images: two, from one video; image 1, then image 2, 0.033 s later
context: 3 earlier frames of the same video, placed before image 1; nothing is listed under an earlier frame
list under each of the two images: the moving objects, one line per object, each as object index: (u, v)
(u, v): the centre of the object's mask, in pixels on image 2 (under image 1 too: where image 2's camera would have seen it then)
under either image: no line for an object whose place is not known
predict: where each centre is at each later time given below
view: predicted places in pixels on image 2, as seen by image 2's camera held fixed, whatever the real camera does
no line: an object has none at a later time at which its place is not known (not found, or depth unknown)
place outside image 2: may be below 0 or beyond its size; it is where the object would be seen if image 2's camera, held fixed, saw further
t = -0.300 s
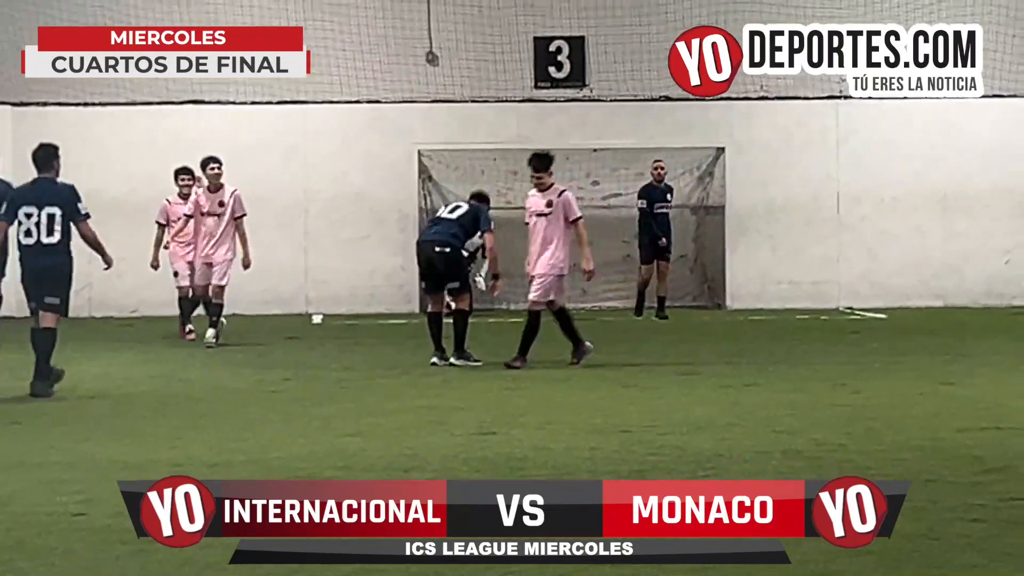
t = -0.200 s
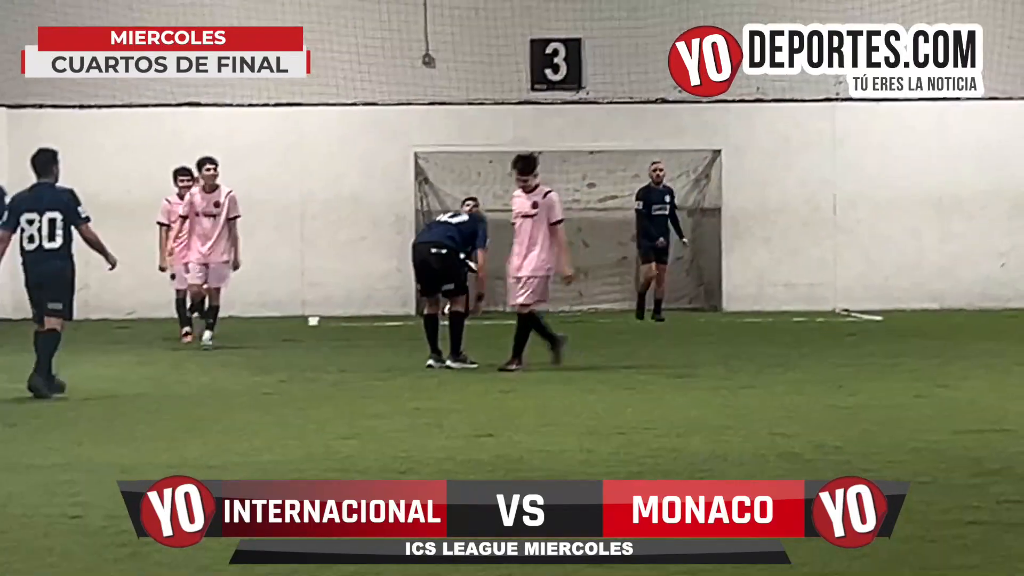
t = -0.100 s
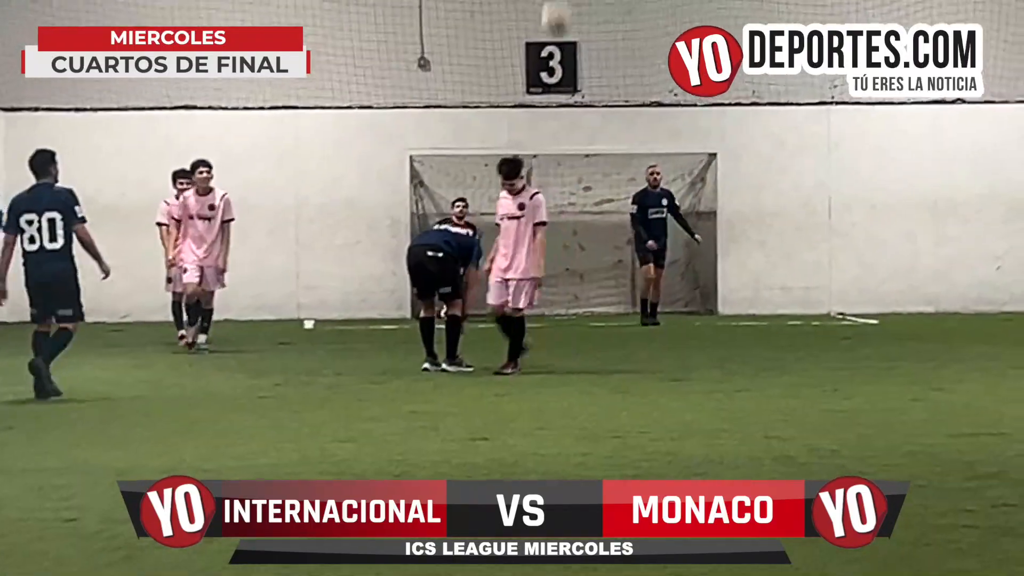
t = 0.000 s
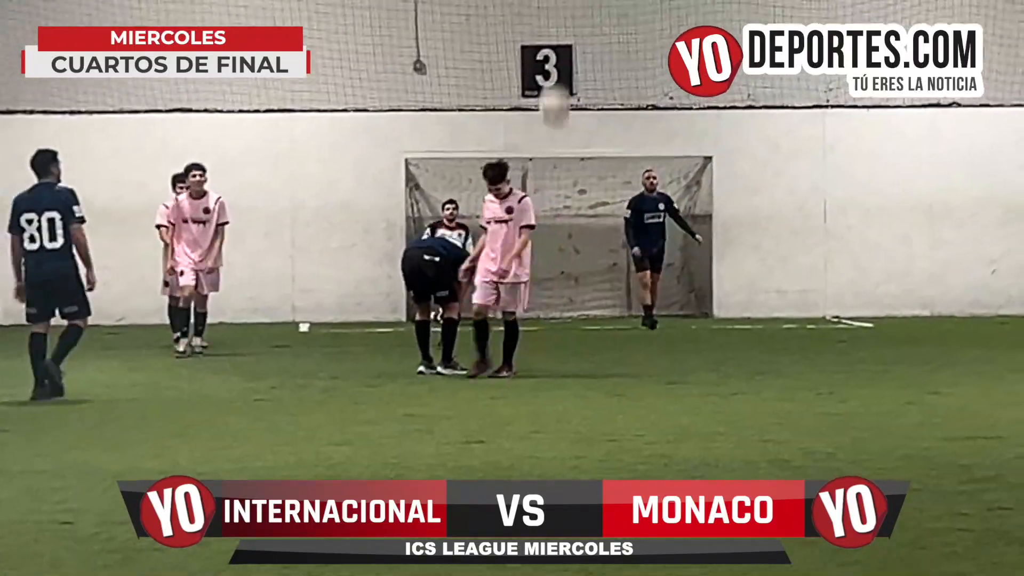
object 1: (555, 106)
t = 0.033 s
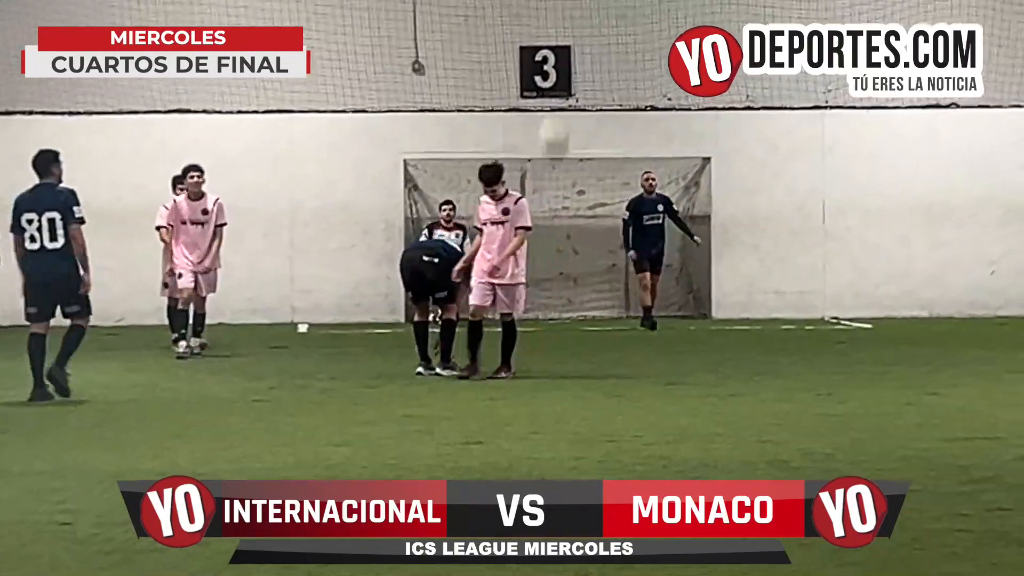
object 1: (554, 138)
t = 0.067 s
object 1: (552, 173)
